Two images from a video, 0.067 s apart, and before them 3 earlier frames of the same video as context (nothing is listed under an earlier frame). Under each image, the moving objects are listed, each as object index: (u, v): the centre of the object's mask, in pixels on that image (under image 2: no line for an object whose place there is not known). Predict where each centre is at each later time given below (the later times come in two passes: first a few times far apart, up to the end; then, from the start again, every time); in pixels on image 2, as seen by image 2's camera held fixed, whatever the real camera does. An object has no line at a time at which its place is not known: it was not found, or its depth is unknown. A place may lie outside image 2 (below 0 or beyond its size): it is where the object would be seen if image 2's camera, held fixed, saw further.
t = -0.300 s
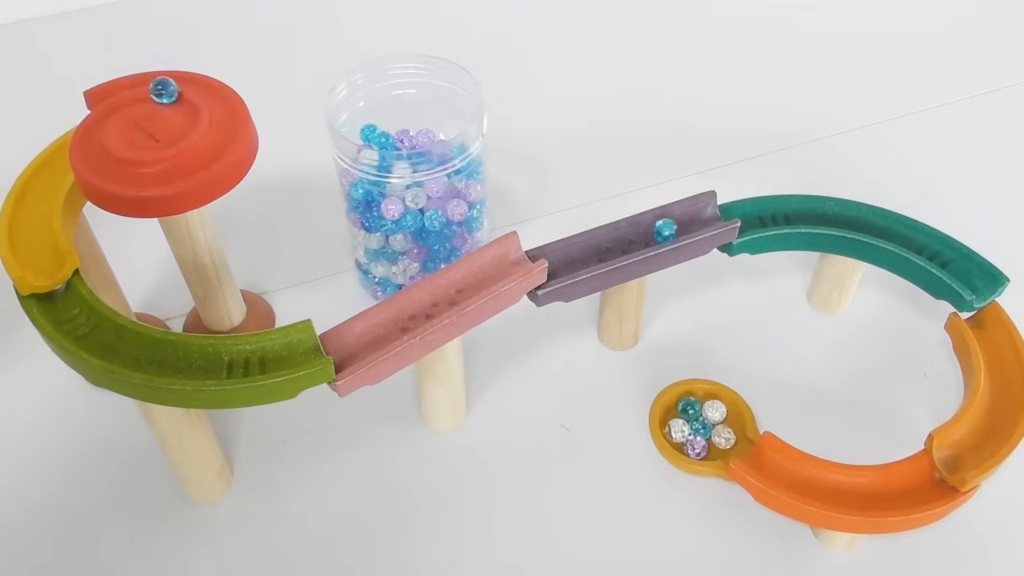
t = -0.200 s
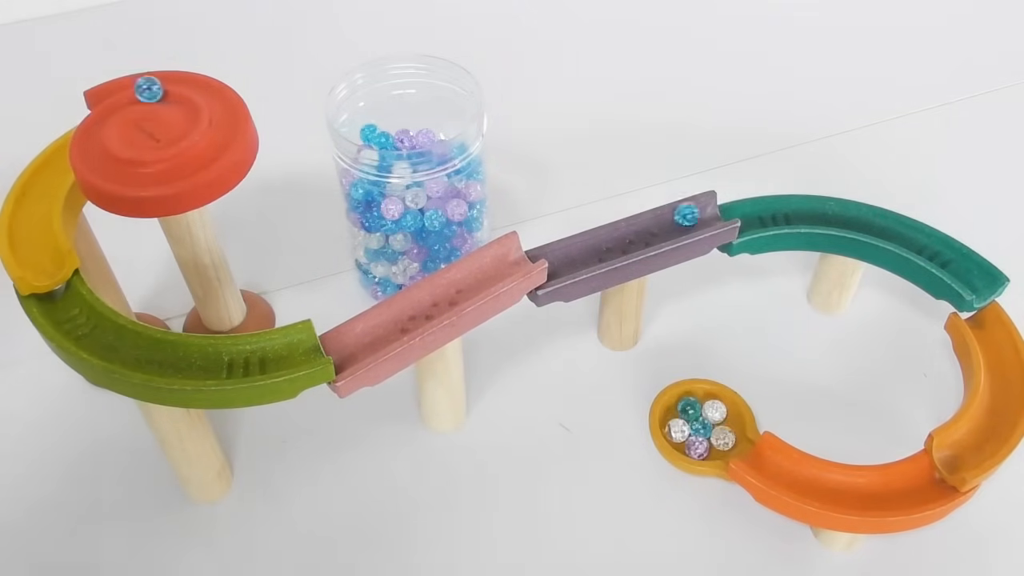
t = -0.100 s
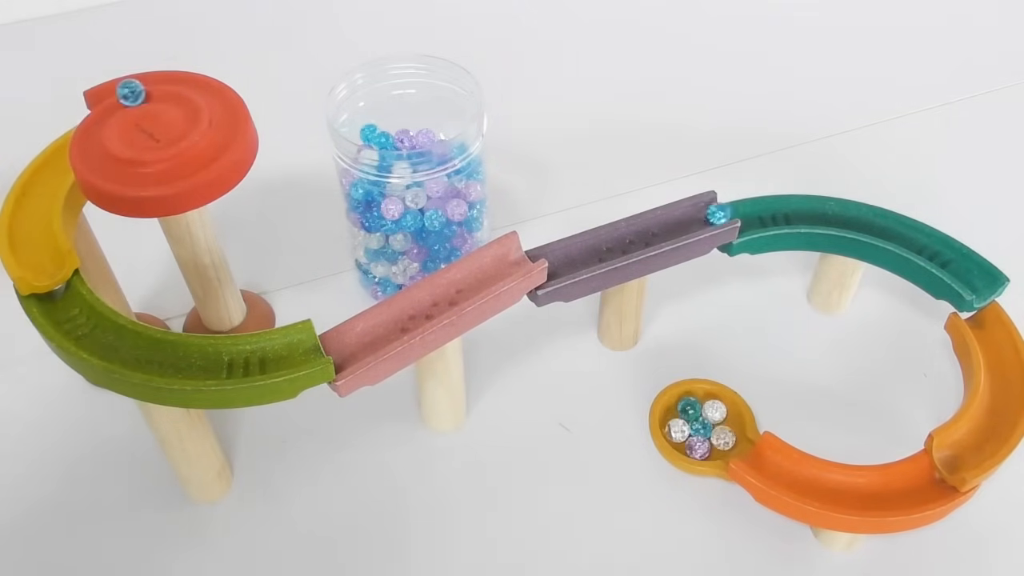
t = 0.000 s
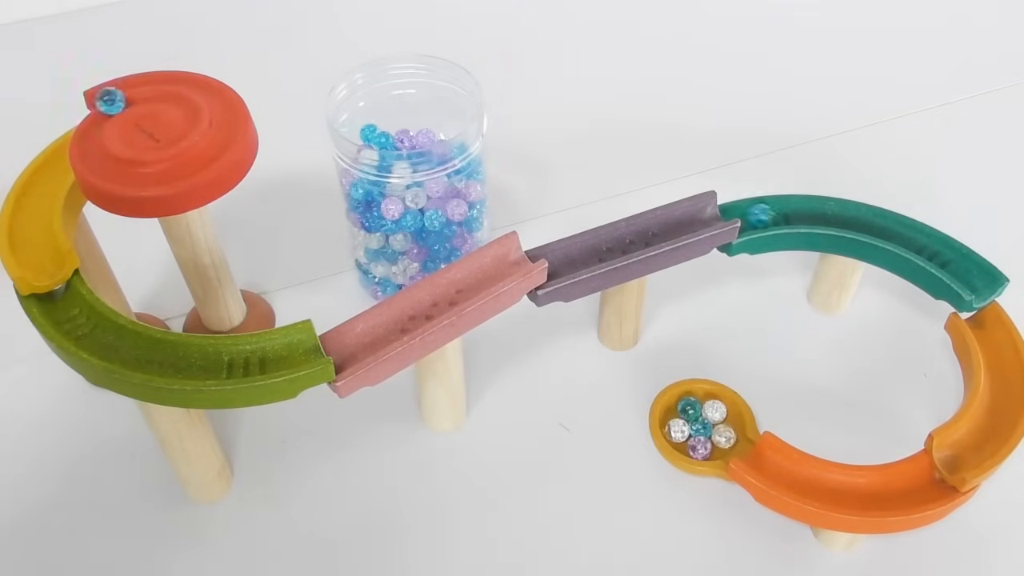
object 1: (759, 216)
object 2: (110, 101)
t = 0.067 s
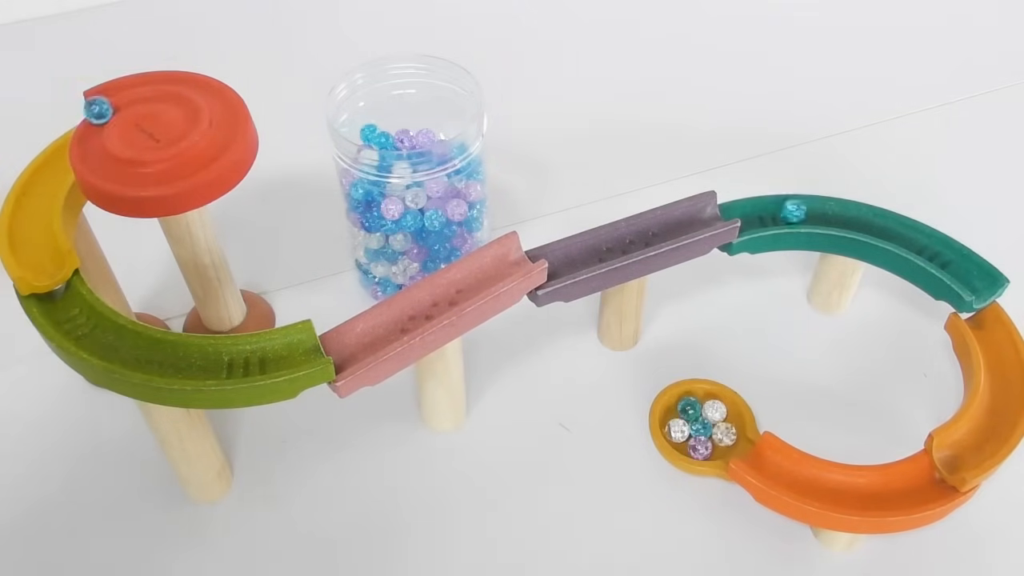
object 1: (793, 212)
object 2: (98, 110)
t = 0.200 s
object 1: (853, 218)
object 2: (82, 137)
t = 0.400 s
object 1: (935, 251)
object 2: (123, 173)
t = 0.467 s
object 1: (946, 257)
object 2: (153, 172)
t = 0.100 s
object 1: (807, 209)
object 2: (92, 116)
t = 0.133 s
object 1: (821, 211)
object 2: (88, 122)
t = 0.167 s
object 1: (837, 215)
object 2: (84, 129)
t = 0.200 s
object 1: (853, 218)
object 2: (82, 137)
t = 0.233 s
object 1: (866, 223)
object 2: (82, 144)
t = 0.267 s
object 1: (882, 226)
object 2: (86, 152)
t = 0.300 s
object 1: (897, 231)
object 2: (91, 159)
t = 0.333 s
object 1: (914, 235)
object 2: (99, 165)
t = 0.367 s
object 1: (927, 244)
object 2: (110, 169)
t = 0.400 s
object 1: (935, 251)
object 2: (123, 173)
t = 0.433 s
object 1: (940, 254)
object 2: (137, 173)
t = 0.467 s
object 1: (946, 257)
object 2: (153, 172)
